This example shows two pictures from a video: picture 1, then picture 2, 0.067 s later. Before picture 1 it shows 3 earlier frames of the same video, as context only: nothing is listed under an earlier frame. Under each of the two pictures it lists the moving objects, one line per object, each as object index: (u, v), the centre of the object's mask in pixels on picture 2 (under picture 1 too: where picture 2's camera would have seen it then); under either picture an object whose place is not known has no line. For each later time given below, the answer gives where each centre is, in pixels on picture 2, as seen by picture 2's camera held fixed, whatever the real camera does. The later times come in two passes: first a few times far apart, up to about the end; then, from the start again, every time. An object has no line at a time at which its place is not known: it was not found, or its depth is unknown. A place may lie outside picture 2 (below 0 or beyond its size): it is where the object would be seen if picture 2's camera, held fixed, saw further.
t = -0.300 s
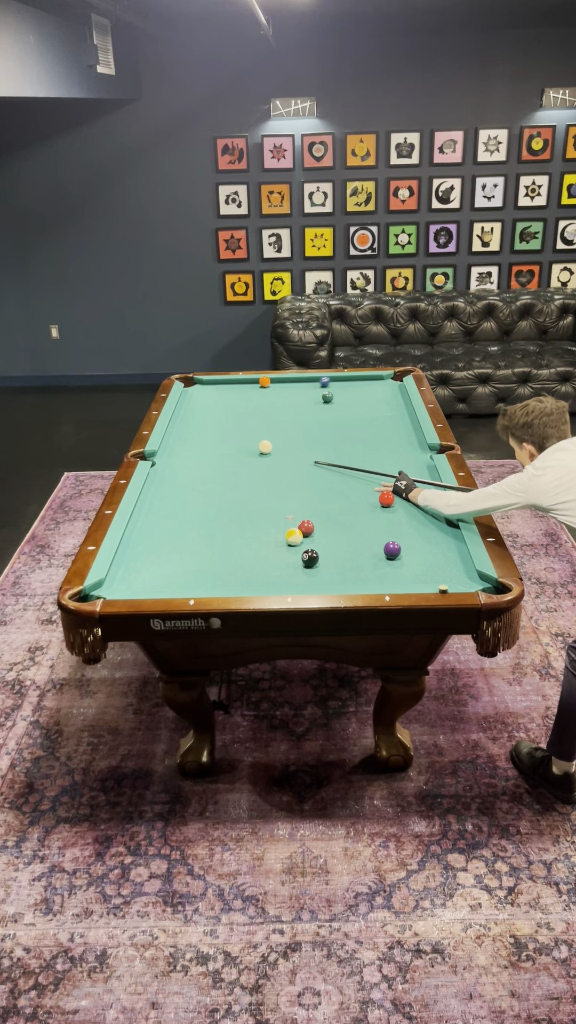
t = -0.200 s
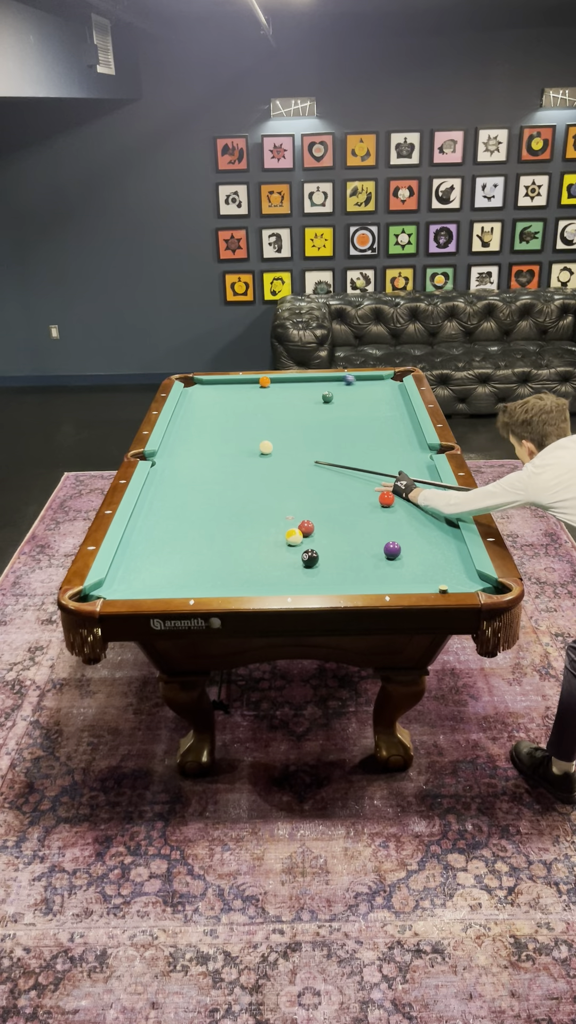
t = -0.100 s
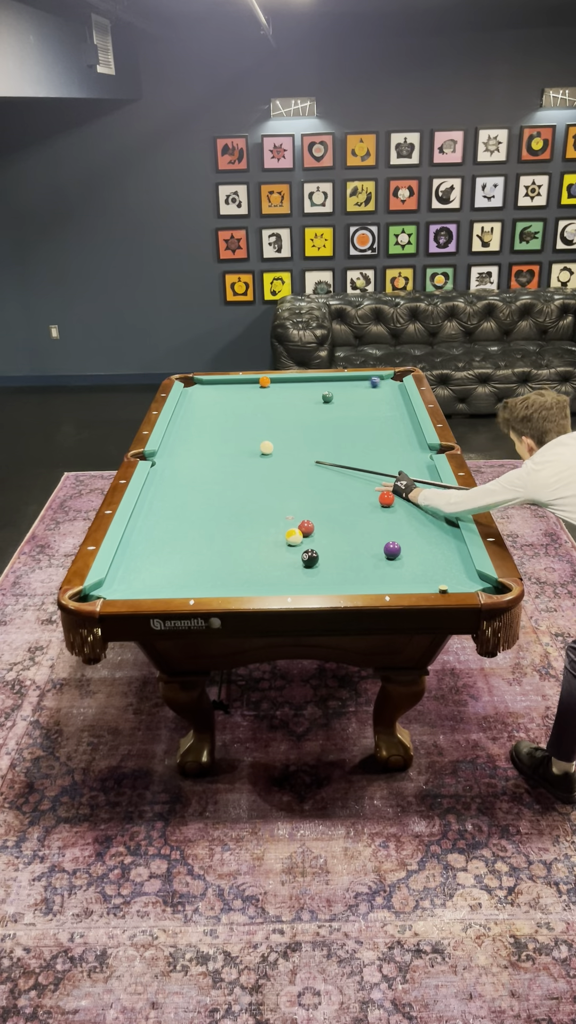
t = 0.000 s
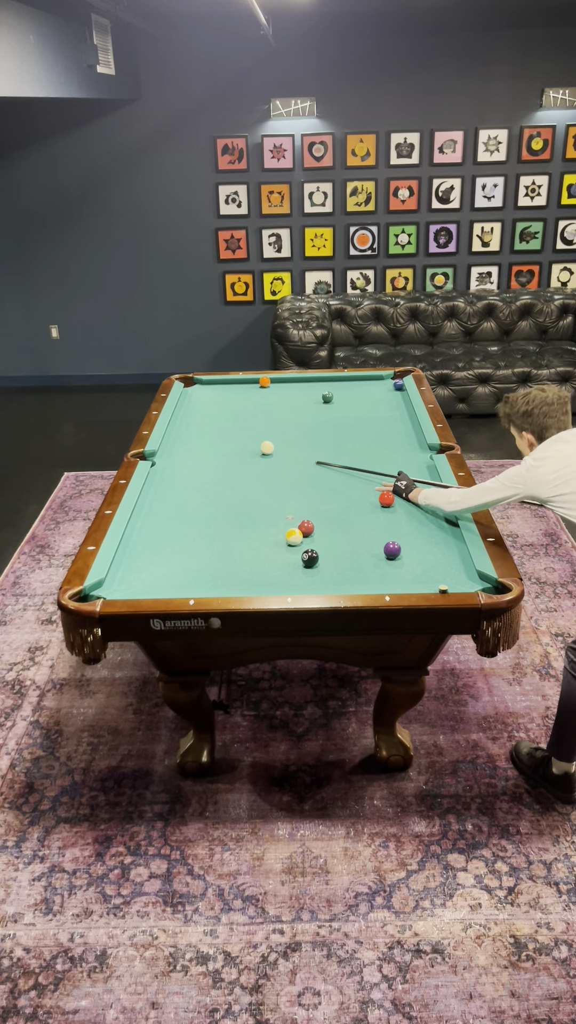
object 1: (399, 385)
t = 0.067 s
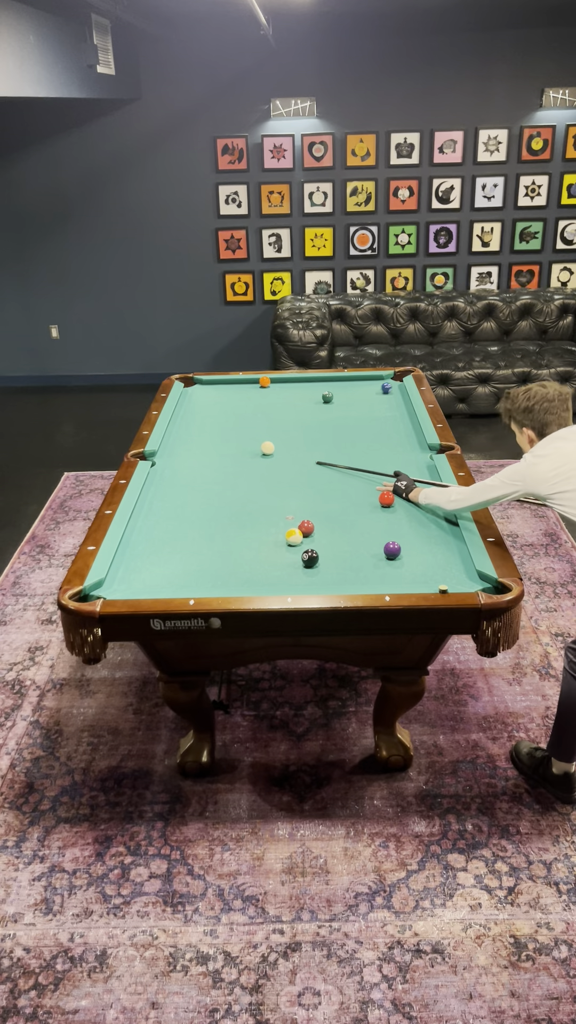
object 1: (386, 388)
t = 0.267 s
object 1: (359, 398)
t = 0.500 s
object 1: (326, 410)
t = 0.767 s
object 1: (287, 424)
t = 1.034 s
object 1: (245, 438)
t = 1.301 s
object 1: (202, 453)
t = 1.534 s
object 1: (163, 466)
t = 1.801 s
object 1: (174, 474)
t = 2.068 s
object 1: (193, 481)
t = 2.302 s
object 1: (209, 487)
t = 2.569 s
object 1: (228, 493)
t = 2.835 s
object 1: (245, 498)
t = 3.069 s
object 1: (260, 503)
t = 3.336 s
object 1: (276, 508)
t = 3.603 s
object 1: (291, 512)
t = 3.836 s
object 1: (303, 514)
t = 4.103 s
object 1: (317, 517)
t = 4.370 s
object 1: (328, 520)
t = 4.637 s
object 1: (337, 522)
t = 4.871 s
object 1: (344, 524)
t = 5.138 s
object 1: (350, 525)
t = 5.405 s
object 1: (354, 525)
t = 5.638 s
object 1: (356, 525)
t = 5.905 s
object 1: (357, 525)
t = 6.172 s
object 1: (357, 525)
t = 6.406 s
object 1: (357, 525)
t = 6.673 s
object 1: (357, 525)
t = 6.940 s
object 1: (357, 525)
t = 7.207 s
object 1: (357, 525)
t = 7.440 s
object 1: (357, 525)
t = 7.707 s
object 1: (357, 525)
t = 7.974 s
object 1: (357, 525)
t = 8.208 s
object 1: (357, 525)
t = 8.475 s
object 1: (357, 525)
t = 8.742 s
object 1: (357, 525)
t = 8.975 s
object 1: (357, 525)
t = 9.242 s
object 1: (357, 525)
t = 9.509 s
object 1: (357, 525)
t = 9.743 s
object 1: (357, 525)
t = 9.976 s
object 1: (357, 525)
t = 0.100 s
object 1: (381, 390)
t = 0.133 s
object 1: (376, 391)
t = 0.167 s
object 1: (372, 393)
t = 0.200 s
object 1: (367, 395)
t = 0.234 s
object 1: (363, 396)
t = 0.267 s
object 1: (359, 398)
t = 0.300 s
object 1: (354, 400)
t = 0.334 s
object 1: (349, 402)
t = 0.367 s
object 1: (345, 403)
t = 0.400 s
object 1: (340, 405)
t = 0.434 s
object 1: (335, 406)
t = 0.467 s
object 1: (331, 408)
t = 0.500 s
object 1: (326, 410)
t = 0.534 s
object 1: (321, 411)
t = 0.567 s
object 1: (316, 413)
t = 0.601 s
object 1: (311, 415)
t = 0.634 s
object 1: (306, 416)
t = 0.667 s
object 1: (301, 418)
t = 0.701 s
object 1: (297, 420)
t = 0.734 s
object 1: (292, 422)
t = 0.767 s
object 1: (287, 424)
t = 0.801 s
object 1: (282, 425)
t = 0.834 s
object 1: (277, 427)
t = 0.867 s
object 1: (272, 429)
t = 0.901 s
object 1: (266, 431)
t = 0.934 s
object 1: (261, 432)
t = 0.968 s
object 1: (256, 435)
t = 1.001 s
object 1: (251, 436)
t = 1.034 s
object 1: (245, 438)
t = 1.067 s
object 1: (240, 440)
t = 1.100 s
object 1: (235, 442)
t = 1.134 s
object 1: (229, 444)
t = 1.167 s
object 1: (224, 446)
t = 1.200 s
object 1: (218, 447)
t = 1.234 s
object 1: (213, 449)
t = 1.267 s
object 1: (208, 451)
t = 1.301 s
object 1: (202, 453)
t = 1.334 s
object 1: (196, 455)
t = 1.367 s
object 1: (191, 457)
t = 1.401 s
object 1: (185, 458)
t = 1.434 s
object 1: (180, 461)
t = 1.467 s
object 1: (174, 462)
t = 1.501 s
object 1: (168, 464)
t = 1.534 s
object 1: (163, 466)
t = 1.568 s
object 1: (157, 468)
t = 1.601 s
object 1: (159, 469)
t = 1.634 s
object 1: (162, 470)
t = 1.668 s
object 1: (165, 471)
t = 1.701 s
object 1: (167, 472)
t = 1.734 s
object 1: (169, 473)
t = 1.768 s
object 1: (172, 473)
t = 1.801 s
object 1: (174, 474)
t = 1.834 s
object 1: (177, 475)
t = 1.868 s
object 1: (179, 476)
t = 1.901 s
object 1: (181, 477)
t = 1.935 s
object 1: (183, 478)
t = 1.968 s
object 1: (186, 479)
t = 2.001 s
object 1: (188, 479)
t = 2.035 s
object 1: (191, 480)
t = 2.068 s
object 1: (193, 481)
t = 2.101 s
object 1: (195, 482)
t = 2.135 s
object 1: (198, 483)
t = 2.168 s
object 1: (200, 483)
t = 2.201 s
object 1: (202, 484)
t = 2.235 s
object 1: (205, 485)
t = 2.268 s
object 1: (207, 486)
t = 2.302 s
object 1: (209, 487)
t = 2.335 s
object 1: (211, 487)
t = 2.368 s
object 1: (214, 488)
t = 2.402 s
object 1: (216, 489)
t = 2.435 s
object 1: (218, 490)
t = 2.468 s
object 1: (221, 490)
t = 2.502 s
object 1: (223, 491)
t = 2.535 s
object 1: (225, 492)
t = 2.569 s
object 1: (228, 493)
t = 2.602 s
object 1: (230, 493)
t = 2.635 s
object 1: (232, 494)
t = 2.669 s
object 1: (234, 495)
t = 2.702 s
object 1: (236, 495)
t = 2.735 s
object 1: (238, 496)
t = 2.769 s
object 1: (241, 497)
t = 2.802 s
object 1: (243, 498)
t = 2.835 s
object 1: (245, 498)
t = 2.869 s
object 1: (247, 499)
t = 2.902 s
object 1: (249, 500)
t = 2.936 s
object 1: (252, 500)
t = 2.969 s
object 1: (254, 501)
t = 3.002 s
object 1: (256, 502)
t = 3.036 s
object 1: (258, 502)
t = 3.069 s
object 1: (260, 503)
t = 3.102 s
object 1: (262, 503)
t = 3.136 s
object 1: (264, 504)
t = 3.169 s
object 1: (266, 504)
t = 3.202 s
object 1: (268, 505)
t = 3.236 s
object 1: (270, 506)
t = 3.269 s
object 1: (272, 506)
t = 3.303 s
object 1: (274, 507)
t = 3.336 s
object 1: (276, 508)
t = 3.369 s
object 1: (278, 508)
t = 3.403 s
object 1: (280, 509)
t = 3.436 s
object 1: (282, 509)
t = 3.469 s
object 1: (284, 510)
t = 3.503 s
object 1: (286, 510)
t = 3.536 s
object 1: (287, 511)
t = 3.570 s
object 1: (289, 511)
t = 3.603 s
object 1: (291, 512)
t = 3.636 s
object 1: (293, 512)
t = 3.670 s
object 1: (295, 513)
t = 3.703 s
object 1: (296, 513)
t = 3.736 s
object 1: (298, 513)
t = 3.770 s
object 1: (300, 513)
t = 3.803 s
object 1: (301, 514)
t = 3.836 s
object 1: (303, 514)
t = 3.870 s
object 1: (305, 514)
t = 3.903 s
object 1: (307, 514)
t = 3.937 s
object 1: (309, 514)
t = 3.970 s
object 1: (311, 515)
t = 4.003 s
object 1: (312, 515)
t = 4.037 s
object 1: (314, 516)
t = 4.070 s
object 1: (315, 517)
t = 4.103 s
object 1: (317, 517)
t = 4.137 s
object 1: (318, 518)
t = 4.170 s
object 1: (320, 518)
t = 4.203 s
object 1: (321, 519)
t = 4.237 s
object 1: (322, 519)
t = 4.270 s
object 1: (324, 519)
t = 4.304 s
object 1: (325, 519)
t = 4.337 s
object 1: (326, 520)
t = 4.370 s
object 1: (328, 520)
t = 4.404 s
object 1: (329, 520)
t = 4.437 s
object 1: (330, 521)
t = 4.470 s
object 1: (332, 521)
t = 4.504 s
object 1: (333, 521)
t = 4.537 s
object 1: (334, 521)
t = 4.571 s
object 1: (335, 522)
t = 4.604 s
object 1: (336, 522)
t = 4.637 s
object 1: (337, 522)
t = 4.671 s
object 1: (338, 522)
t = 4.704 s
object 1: (339, 523)
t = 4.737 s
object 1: (340, 523)
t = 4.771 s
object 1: (341, 523)
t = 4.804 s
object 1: (342, 523)
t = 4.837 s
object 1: (343, 523)
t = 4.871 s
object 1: (344, 524)
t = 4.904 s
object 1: (345, 524)
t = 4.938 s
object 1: (346, 524)
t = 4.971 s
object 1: (346, 524)
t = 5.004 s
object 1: (347, 524)
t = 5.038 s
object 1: (348, 524)
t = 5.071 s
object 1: (349, 524)
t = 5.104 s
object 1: (349, 525)
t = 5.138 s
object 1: (350, 525)
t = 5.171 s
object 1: (351, 525)
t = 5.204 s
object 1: (351, 525)
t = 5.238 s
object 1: (352, 525)
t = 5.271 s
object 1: (352, 525)
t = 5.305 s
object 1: (353, 525)
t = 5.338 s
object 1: (353, 525)
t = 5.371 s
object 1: (354, 525)
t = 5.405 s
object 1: (354, 525)
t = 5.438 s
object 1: (355, 525)
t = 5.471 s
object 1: (355, 525)
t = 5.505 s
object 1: (355, 525)
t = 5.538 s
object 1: (355, 525)
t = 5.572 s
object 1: (356, 525)
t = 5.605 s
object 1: (356, 525)
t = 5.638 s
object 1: (356, 525)
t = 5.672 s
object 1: (356, 525)
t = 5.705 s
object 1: (356, 525)
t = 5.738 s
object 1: (356, 525)
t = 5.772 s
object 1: (357, 525)
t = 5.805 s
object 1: (357, 525)
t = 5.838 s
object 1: (357, 525)
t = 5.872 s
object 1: (357, 525)
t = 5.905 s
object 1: (357, 525)
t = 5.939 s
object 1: (357, 525)
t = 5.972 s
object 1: (357, 525)
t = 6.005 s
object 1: (357, 525)
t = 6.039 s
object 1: (357, 525)
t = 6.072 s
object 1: (357, 525)
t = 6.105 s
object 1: (357, 525)
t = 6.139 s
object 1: (357, 525)
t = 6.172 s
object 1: (357, 525)
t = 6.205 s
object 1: (357, 525)
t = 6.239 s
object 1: (357, 525)
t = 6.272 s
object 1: (357, 525)
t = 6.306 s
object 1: (357, 525)
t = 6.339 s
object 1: (357, 525)
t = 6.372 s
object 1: (357, 525)
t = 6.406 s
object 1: (357, 525)
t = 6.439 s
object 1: (357, 525)
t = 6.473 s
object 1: (357, 525)
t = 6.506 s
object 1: (357, 525)
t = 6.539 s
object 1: (357, 525)
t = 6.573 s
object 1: (357, 525)
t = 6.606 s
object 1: (357, 525)
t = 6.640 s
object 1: (357, 525)
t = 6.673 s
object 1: (357, 525)
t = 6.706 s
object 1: (357, 525)
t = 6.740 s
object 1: (357, 525)
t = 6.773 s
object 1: (357, 525)
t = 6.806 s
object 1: (357, 525)
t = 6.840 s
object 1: (357, 525)
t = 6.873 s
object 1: (357, 525)
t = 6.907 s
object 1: (357, 525)
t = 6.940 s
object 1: (357, 525)
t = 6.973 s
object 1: (357, 525)
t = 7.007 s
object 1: (357, 525)
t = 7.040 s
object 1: (357, 525)
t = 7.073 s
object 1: (357, 525)
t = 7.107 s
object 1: (357, 525)
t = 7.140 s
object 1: (357, 525)
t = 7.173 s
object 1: (357, 525)
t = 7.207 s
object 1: (357, 525)
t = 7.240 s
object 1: (357, 525)
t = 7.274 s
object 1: (357, 525)
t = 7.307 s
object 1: (357, 525)
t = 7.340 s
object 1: (357, 525)
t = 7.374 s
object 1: (357, 525)
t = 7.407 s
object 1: (357, 525)
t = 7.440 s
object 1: (357, 525)
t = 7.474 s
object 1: (357, 525)
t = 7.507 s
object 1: (357, 525)
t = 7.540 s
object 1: (357, 525)
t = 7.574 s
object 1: (357, 525)
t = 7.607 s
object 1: (357, 525)
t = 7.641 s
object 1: (357, 525)
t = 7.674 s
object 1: (357, 525)
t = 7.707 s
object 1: (357, 525)
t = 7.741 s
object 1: (357, 525)
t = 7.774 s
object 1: (357, 525)
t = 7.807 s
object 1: (357, 525)
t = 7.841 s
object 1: (357, 525)
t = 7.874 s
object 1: (357, 525)
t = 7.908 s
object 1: (357, 525)
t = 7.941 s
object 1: (357, 525)
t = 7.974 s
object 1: (357, 525)
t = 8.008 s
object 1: (357, 525)
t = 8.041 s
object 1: (357, 525)
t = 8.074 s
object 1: (357, 525)
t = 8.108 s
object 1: (357, 525)
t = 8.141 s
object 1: (357, 525)
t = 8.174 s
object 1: (357, 525)
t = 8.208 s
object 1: (357, 525)
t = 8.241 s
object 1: (357, 525)
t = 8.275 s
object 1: (357, 525)
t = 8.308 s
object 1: (357, 525)
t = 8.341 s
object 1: (357, 525)
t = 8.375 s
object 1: (357, 525)
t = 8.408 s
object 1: (357, 525)
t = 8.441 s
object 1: (357, 525)
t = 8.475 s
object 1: (357, 525)
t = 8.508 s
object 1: (357, 525)
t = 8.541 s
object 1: (357, 525)
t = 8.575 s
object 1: (357, 525)
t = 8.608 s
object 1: (357, 525)
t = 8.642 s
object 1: (357, 525)
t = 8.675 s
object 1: (357, 525)
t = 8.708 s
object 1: (357, 525)
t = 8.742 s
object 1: (357, 525)
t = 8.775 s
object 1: (357, 525)
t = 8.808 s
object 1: (357, 525)
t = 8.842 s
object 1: (357, 525)
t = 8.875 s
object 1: (357, 525)
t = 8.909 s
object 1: (357, 525)
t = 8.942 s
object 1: (357, 525)
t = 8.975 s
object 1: (357, 525)
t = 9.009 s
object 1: (357, 525)
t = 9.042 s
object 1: (357, 525)
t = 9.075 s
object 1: (357, 525)
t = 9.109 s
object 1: (357, 525)
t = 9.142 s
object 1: (357, 525)
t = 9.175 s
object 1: (357, 525)
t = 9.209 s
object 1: (357, 525)
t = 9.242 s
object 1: (357, 525)
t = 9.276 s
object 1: (357, 525)
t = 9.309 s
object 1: (357, 525)
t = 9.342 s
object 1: (357, 525)
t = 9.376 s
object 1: (357, 525)
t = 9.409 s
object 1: (357, 525)
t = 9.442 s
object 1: (357, 525)
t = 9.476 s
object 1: (357, 525)
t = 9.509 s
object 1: (357, 525)
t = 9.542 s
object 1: (357, 525)
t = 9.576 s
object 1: (357, 525)
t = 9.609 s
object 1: (357, 525)
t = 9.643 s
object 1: (357, 525)
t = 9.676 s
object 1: (357, 525)
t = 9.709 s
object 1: (357, 525)
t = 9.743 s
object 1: (357, 525)
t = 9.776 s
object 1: (357, 525)
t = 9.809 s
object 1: (357, 525)
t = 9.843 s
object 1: (357, 525)
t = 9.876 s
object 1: (357, 525)
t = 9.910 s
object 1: (357, 525)
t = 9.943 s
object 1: (357, 525)
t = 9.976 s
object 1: (357, 525)
